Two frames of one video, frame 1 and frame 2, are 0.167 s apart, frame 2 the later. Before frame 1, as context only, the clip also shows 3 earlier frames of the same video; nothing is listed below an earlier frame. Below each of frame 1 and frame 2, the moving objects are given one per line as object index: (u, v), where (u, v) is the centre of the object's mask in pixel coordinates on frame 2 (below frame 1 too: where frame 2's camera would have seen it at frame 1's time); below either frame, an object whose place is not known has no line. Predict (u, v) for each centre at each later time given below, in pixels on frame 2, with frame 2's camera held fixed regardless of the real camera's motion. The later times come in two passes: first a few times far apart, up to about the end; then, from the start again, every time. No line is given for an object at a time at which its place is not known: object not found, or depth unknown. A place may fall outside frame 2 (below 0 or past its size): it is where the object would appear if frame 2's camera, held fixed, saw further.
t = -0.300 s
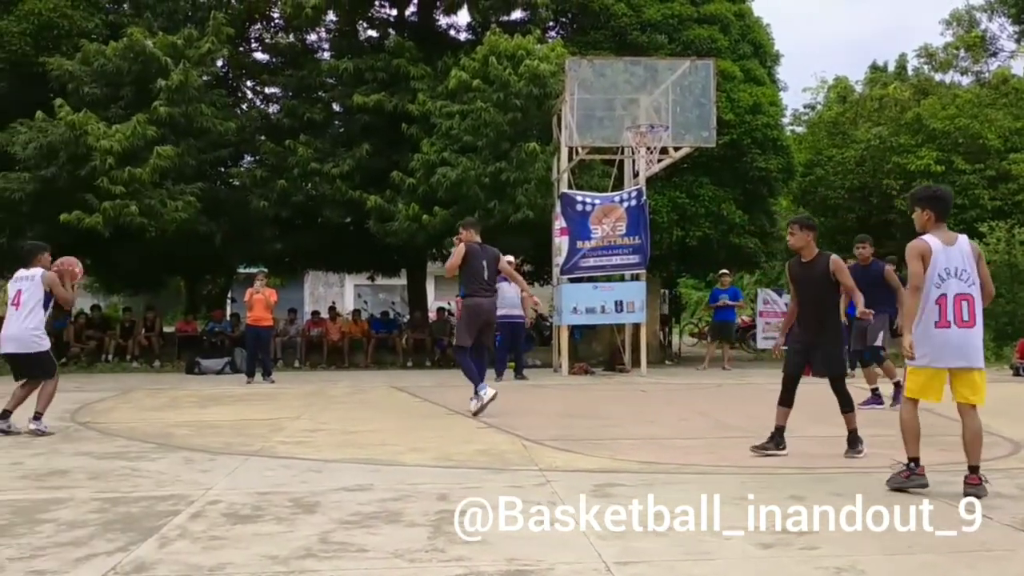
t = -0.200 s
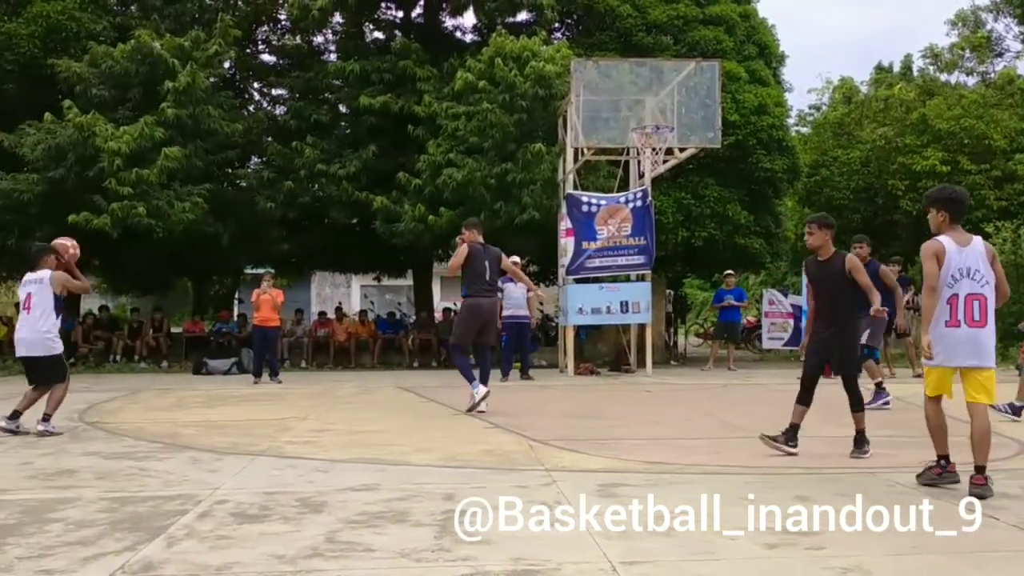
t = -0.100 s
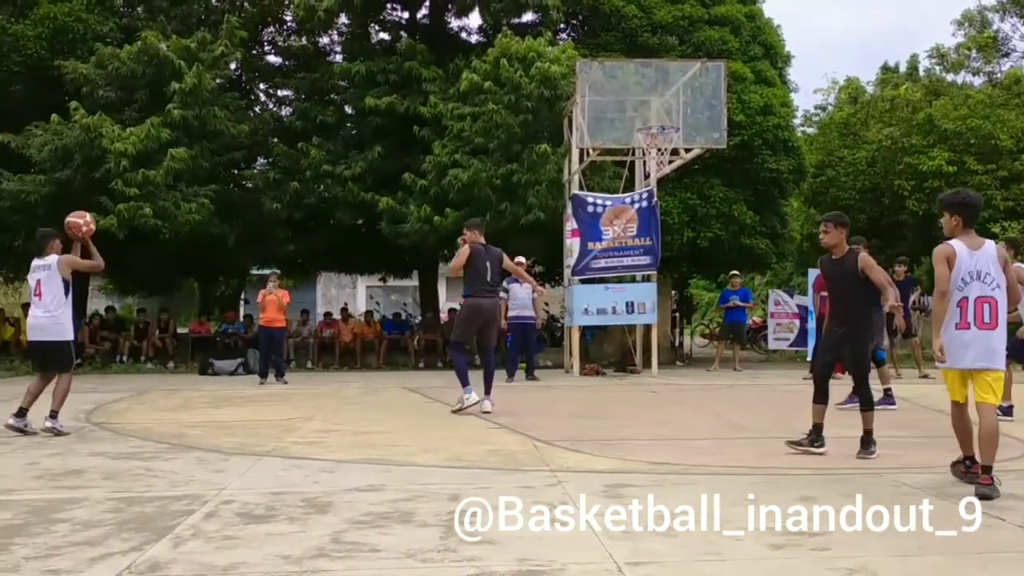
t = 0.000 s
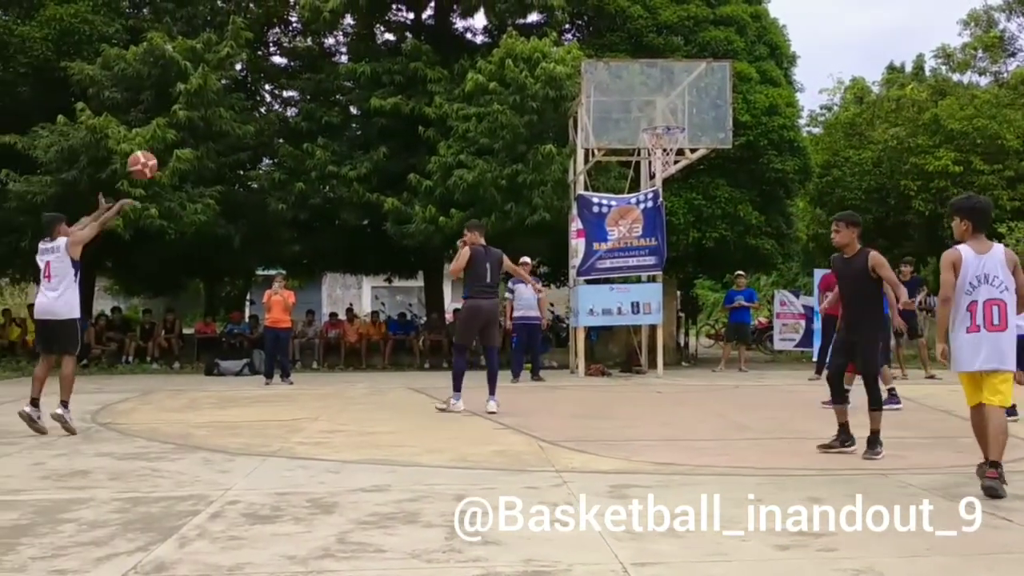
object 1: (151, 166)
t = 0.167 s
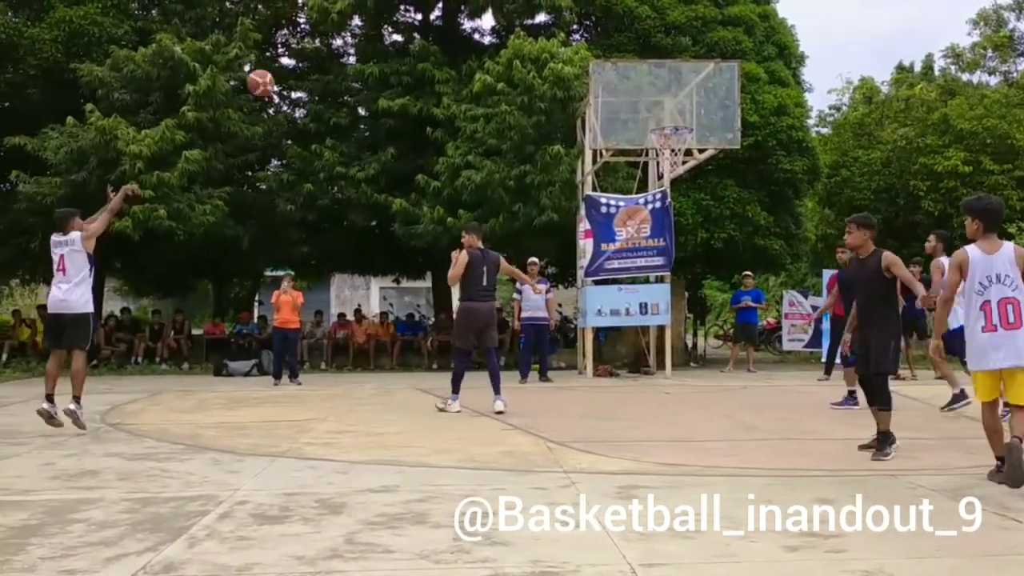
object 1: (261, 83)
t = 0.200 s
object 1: (281, 71)
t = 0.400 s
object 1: (393, 22)
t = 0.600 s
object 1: (492, 13)
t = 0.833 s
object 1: (596, 48)
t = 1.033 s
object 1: (674, 110)
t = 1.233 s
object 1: (713, 109)
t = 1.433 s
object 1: (745, 131)
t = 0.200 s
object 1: (281, 71)
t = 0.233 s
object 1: (301, 60)
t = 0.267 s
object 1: (320, 50)
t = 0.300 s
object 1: (339, 41)
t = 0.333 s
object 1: (358, 34)
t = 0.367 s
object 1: (376, 28)
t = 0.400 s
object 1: (393, 22)
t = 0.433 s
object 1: (410, 19)
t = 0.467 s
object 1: (428, 15)
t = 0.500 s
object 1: (444, 13)
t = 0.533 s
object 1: (461, 12)
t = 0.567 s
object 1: (476, 12)
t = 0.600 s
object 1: (492, 13)
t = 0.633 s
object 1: (507, 17)
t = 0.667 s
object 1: (523, 20)
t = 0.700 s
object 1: (538, 24)
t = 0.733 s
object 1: (553, 28)
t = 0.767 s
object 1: (567, 34)
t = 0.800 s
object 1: (581, 41)
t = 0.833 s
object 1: (596, 48)
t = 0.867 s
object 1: (609, 56)
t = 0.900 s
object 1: (622, 65)
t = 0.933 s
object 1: (635, 76)
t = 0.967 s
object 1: (649, 86)
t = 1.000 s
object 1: (662, 98)
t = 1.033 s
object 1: (674, 110)
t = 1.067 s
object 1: (683, 115)
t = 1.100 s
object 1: (689, 112)
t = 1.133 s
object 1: (697, 111)
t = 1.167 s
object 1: (702, 109)
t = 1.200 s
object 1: (706, 108)
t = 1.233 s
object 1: (713, 109)
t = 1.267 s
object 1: (718, 110)
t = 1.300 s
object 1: (723, 112)
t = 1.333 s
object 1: (728, 116)
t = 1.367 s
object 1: (734, 119)
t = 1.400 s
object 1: (740, 125)
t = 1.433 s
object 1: (745, 131)
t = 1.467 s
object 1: (750, 133)
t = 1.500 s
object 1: (754, 136)
